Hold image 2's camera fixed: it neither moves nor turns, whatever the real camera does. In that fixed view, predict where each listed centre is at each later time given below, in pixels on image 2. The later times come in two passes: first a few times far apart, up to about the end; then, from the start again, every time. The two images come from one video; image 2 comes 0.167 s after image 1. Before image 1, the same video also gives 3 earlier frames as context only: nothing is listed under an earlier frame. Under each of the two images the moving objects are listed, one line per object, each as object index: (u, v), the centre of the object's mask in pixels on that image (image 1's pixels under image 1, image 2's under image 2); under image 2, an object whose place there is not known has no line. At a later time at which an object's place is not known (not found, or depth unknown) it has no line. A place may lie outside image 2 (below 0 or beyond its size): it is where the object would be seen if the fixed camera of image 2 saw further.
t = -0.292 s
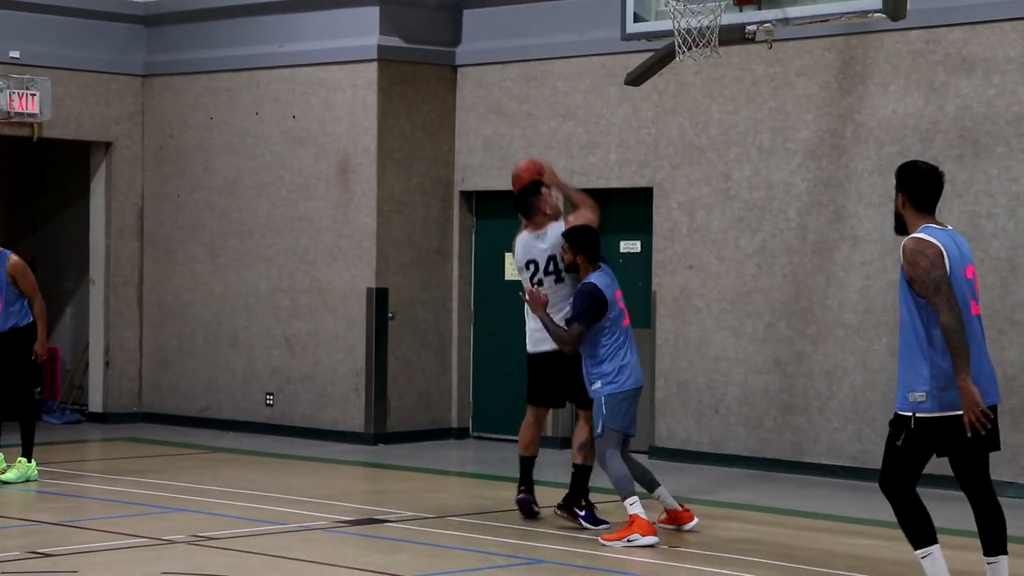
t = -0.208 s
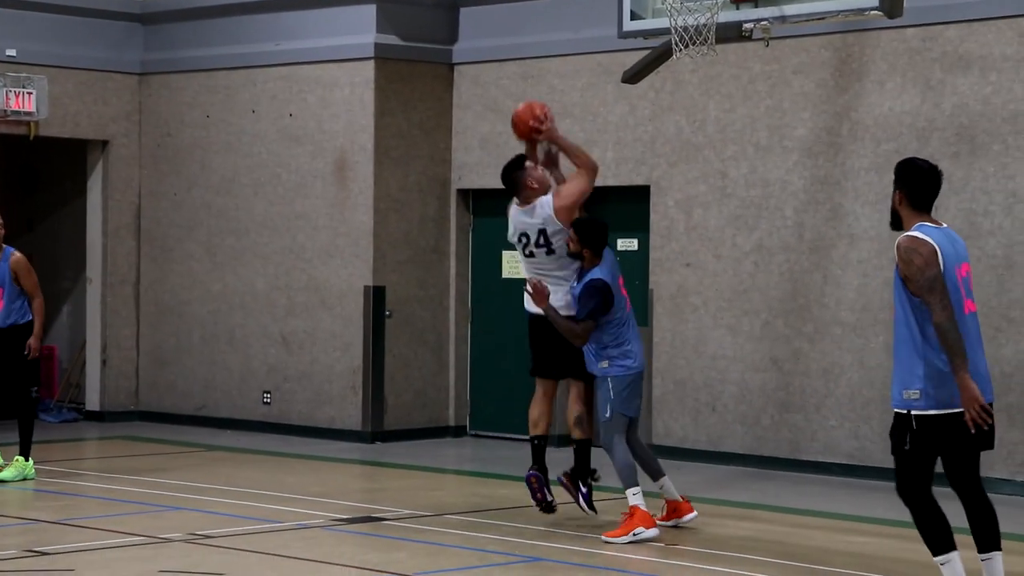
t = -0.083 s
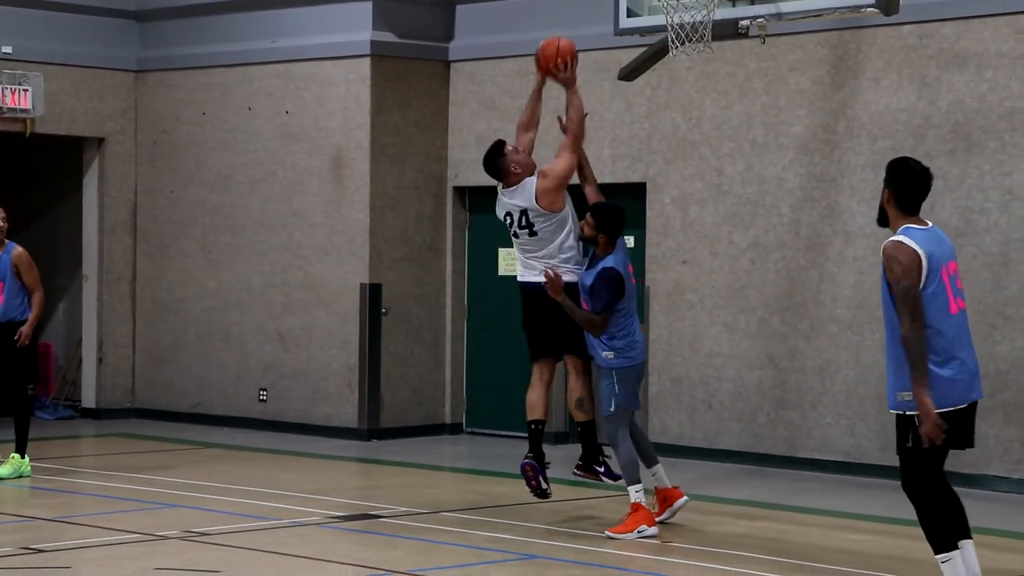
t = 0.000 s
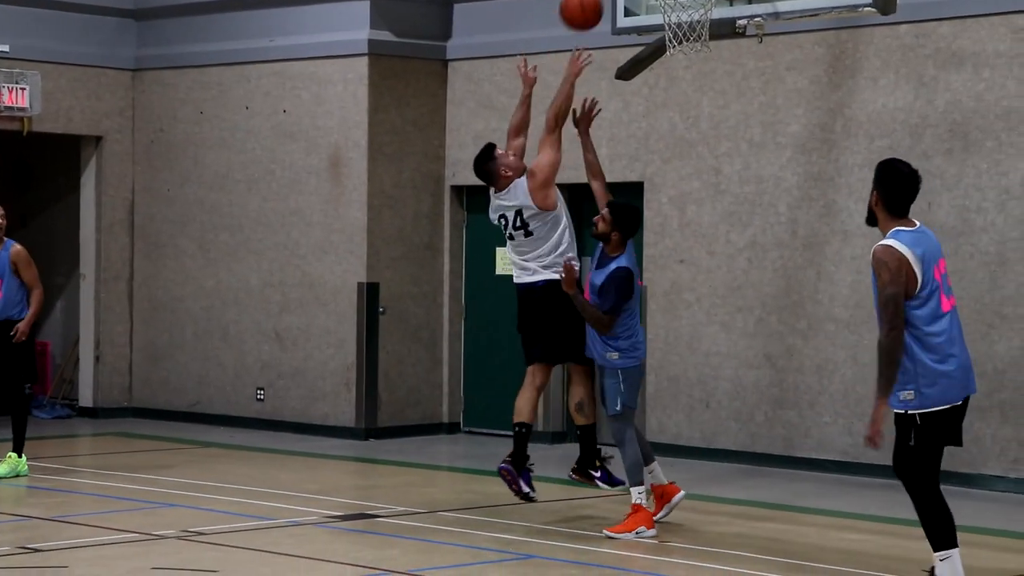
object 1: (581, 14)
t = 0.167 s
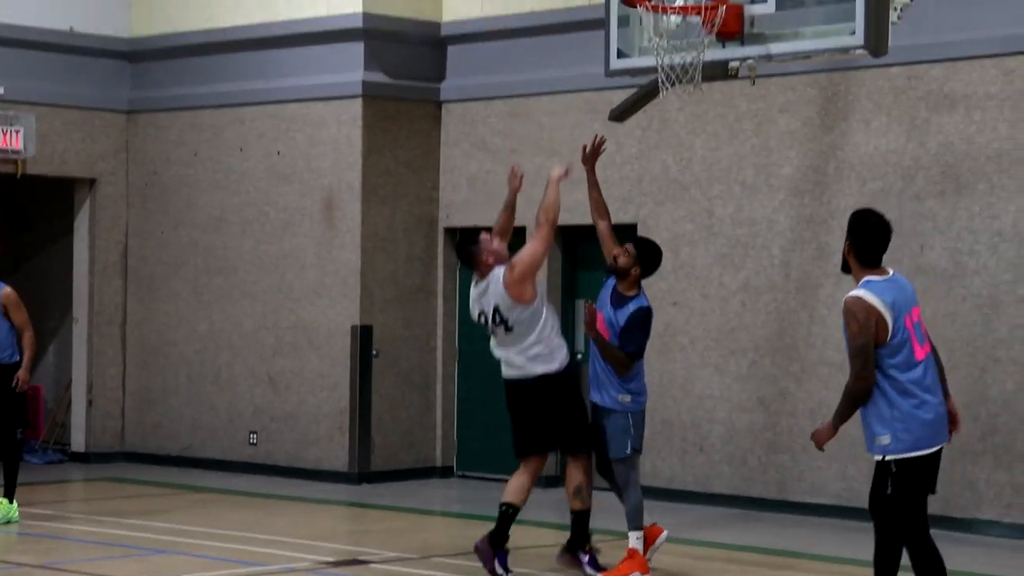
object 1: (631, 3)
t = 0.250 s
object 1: (666, -19)
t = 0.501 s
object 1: (688, -28)
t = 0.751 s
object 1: (667, 0)
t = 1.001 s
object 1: (659, 77)
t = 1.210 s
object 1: (670, 204)
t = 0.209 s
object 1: (651, -11)
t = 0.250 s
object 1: (666, -19)
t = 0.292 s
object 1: (682, -27)
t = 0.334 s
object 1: (689, -29)
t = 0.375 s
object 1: (690, -25)
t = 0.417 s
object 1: (690, -23)
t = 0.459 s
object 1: (689, -26)
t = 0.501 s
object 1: (688, -28)
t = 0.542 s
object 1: (688, -28)
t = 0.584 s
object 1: (688, -25)
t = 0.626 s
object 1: (688, -22)
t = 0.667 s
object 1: (684, -10)
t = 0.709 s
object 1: (676, -6)
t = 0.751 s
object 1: (667, 0)
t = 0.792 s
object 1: (660, 9)
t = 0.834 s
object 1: (653, 21)
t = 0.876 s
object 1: (653, 32)
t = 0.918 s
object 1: (655, 46)
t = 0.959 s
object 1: (657, 62)
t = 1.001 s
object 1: (659, 77)
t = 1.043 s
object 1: (661, 99)
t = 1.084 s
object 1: (663, 118)
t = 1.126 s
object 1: (665, 143)
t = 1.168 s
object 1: (667, 172)
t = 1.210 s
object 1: (670, 204)
